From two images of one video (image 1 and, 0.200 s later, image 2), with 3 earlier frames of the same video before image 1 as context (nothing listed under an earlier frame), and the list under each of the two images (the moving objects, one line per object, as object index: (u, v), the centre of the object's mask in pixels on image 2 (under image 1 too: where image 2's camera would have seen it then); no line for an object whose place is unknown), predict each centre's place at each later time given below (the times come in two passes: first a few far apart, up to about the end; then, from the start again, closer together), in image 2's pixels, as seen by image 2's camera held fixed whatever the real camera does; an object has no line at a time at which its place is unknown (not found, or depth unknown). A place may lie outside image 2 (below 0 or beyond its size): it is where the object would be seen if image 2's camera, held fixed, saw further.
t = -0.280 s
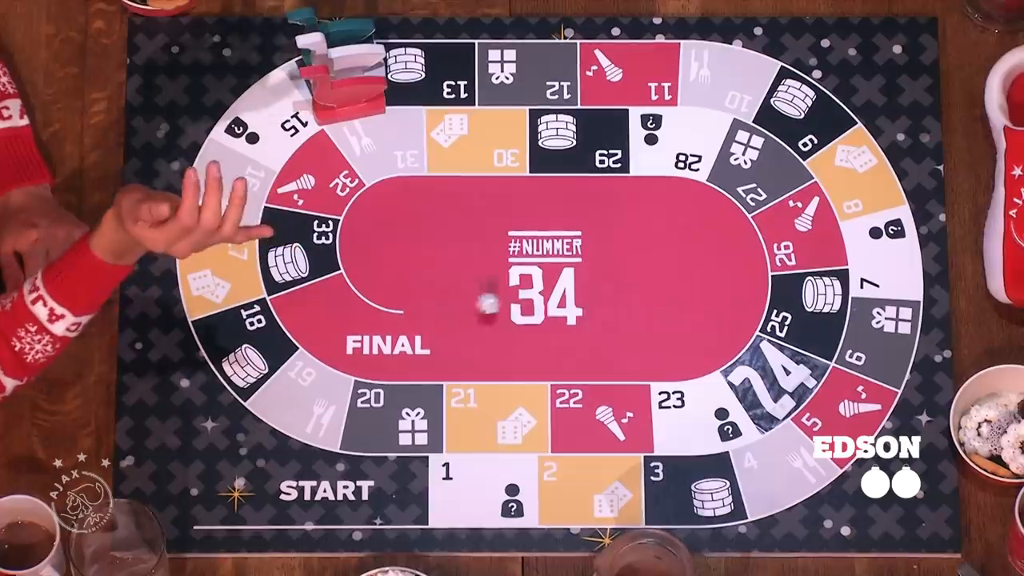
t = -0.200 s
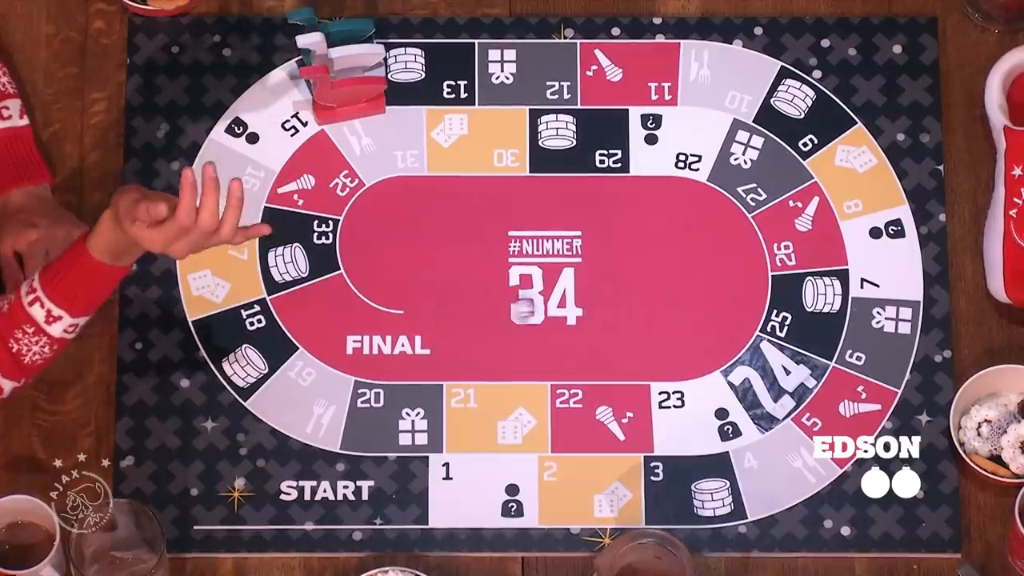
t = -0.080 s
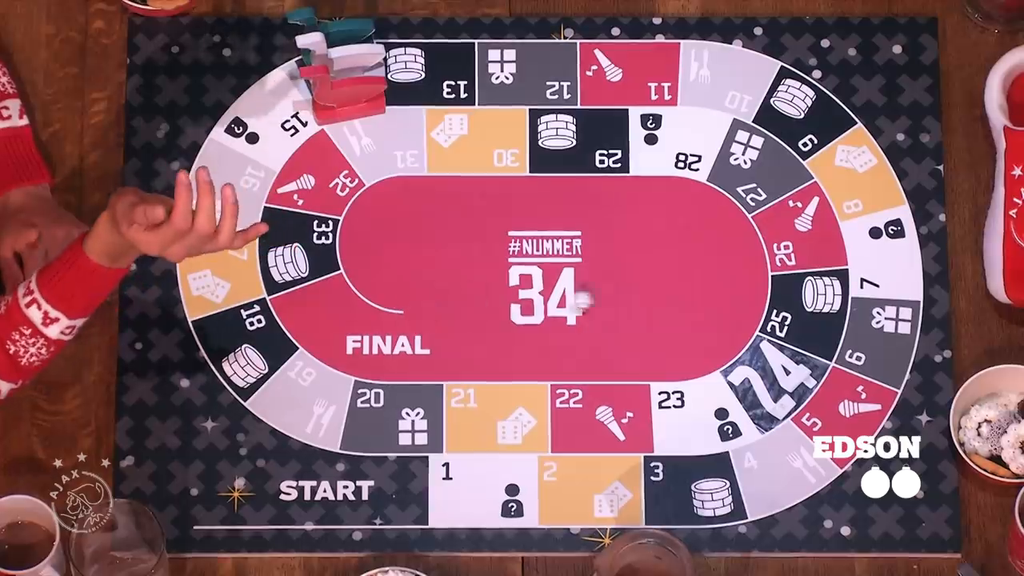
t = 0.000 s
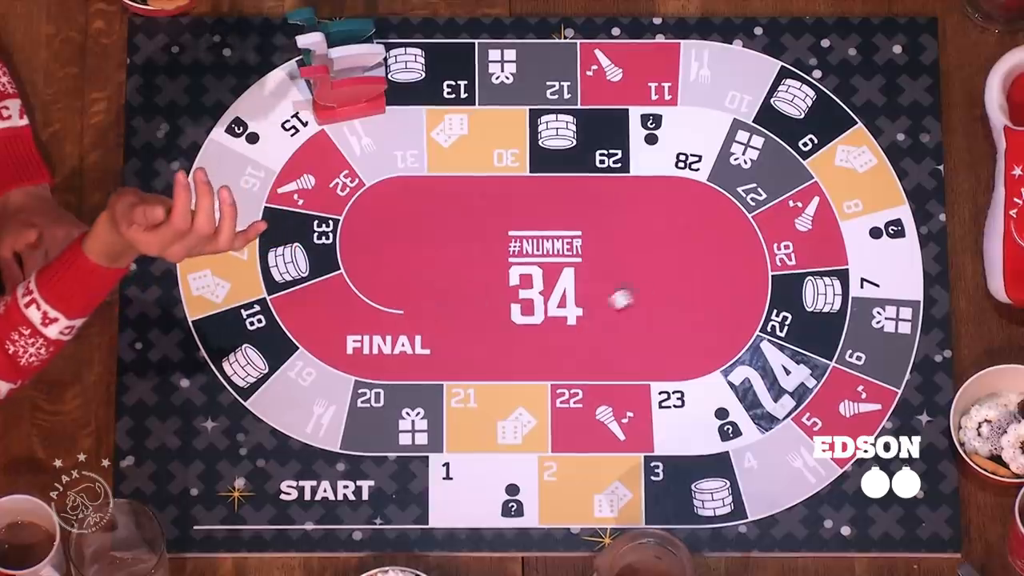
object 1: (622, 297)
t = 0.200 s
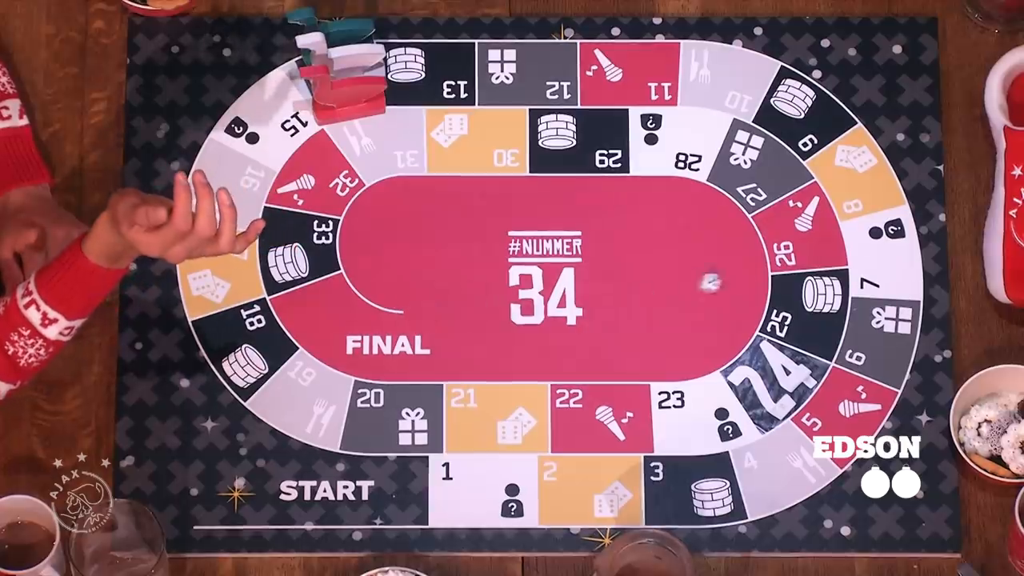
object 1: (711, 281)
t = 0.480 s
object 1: (800, 263)
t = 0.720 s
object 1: (822, 259)
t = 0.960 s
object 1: (822, 259)
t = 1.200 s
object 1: (822, 259)
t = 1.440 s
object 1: (822, 259)
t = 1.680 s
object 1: (822, 259)
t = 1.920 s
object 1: (822, 259)
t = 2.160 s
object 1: (822, 259)
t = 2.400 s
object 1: (822, 259)
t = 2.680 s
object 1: (822, 259)
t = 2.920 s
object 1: (822, 259)
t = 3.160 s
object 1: (822, 259)
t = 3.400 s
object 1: (822, 259)
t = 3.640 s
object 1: (822, 259)
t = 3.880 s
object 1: (822, 259)
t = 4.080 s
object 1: (822, 259)
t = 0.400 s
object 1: (780, 266)
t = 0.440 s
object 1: (790, 265)
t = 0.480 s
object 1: (800, 263)
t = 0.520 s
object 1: (807, 262)
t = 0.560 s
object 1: (814, 261)
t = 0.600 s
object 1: (819, 259)
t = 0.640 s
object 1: (822, 258)
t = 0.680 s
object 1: (822, 258)
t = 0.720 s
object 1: (822, 259)
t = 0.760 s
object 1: (822, 259)
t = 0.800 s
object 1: (823, 258)
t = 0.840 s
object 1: (822, 259)
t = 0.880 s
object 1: (822, 259)
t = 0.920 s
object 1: (822, 259)
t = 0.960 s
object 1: (822, 259)
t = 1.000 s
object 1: (822, 259)
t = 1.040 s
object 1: (822, 259)
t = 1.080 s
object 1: (822, 259)
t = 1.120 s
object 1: (822, 259)
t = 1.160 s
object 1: (822, 259)
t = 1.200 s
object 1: (822, 259)
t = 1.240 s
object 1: (822, 259)
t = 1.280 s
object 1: (822, 259)
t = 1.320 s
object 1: (822, 259)
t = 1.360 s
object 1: (822, 259)
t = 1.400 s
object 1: (822, 259)
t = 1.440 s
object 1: (822, 259)
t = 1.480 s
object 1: (822, 259)
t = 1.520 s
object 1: (822, 259)
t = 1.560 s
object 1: (822, 259)
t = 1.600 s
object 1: (822, 259)
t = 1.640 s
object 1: (822, 259)
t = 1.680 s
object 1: (822, 259)
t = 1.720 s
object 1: (822, 259)
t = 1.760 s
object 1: (822, 259)
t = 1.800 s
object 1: (822, 259)
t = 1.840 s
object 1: (822, 259)
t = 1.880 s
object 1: (822, 259)
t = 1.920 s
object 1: (822, 259)
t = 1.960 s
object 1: (822, 259)
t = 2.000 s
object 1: (822, 259)
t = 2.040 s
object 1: (822, 259)
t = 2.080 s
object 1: (822, 259)
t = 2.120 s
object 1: (822, 259)
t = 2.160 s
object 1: (822, 259)
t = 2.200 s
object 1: (822, 259)
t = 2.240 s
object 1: (822, 259)
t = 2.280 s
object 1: (822, 259)
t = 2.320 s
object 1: (822, 259)
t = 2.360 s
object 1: (822, 259)
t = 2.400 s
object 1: (822, 259)
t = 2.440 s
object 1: (822, 259)
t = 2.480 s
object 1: (822, 259)
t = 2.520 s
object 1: (822, 259)
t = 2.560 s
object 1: (822, 259)
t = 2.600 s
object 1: (822, 259)
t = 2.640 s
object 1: (822, 259)
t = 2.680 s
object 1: (822, 259)
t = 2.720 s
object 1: (822, 259)
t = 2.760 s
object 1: (822, 259)
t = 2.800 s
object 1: (822, 259)
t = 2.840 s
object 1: (822, 259)
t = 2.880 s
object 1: (822, 259)
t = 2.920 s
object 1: (822, 259)
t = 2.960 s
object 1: (822, 259)
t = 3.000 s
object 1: (822, 259)
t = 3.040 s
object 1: (822, 259)
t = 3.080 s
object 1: (822, 259)
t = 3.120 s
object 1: (822, 259)
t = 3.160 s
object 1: (822, 259)
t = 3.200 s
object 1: (822, 259)
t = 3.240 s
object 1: (822, 259)
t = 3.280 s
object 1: (822, 259)
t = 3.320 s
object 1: (822, 259)
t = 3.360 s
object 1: (822, 259)
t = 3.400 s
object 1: (822, 259)
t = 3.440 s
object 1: (822, 259)
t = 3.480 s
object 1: (822, 259)
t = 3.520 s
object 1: (822, 259)
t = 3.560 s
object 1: (822, 259)
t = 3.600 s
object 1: (822, 259)
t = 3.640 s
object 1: (822, 259)
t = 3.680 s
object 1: (822, 259)
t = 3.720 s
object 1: (822, 259)
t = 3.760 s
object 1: (822, 259)
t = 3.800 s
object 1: (822, 259)
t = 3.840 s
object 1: (822, 259)
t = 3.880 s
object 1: (822, 259)
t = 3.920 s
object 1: (822, 259)
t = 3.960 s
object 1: (822, 259)
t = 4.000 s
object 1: (822, 259)
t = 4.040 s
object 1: (822, 259)
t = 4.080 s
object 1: (822, 259)
